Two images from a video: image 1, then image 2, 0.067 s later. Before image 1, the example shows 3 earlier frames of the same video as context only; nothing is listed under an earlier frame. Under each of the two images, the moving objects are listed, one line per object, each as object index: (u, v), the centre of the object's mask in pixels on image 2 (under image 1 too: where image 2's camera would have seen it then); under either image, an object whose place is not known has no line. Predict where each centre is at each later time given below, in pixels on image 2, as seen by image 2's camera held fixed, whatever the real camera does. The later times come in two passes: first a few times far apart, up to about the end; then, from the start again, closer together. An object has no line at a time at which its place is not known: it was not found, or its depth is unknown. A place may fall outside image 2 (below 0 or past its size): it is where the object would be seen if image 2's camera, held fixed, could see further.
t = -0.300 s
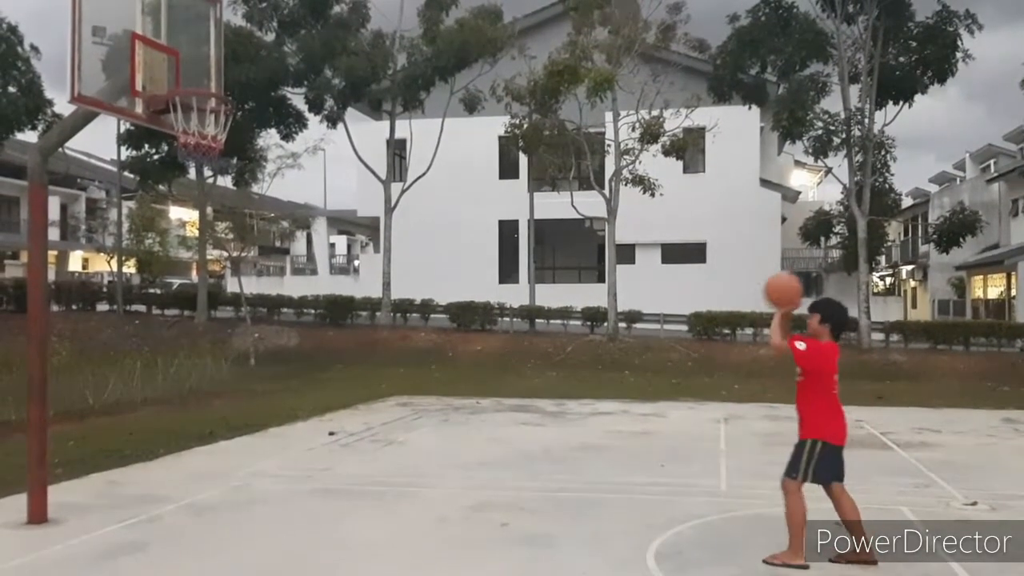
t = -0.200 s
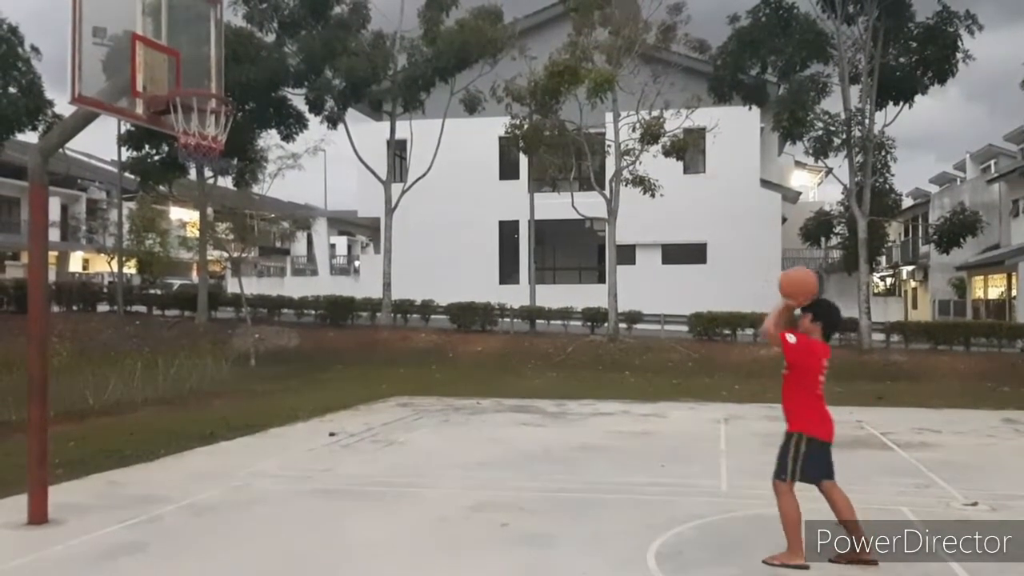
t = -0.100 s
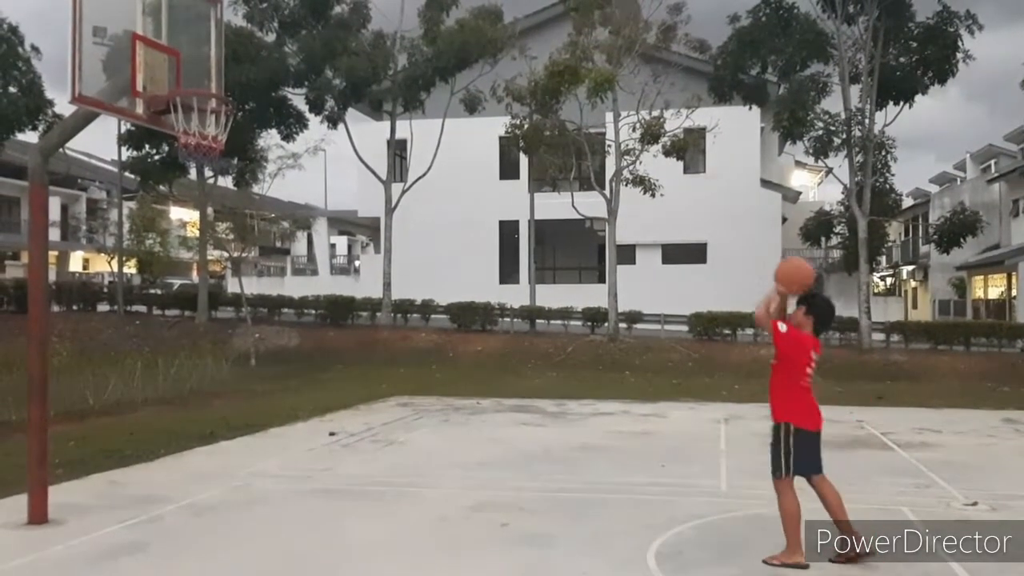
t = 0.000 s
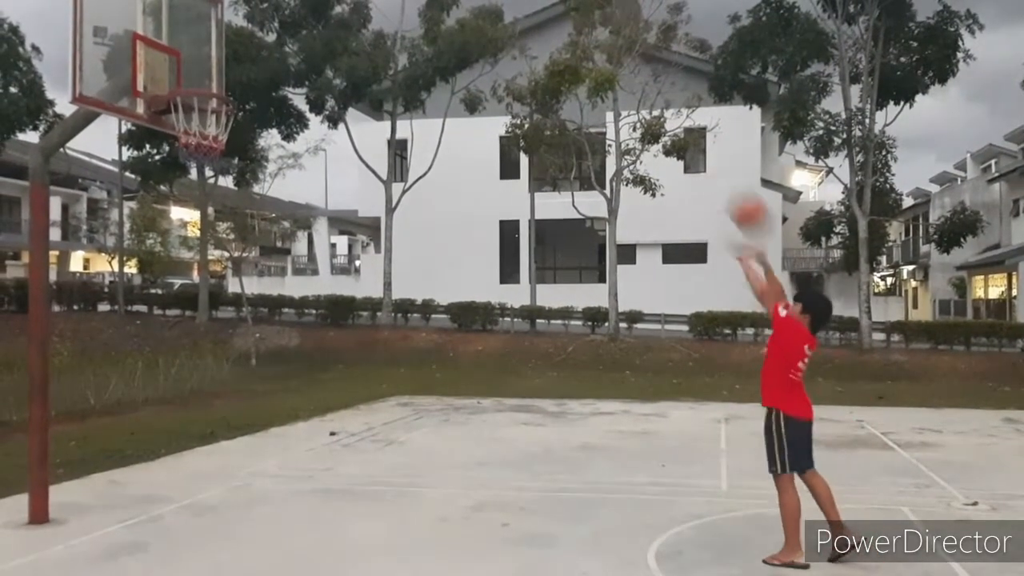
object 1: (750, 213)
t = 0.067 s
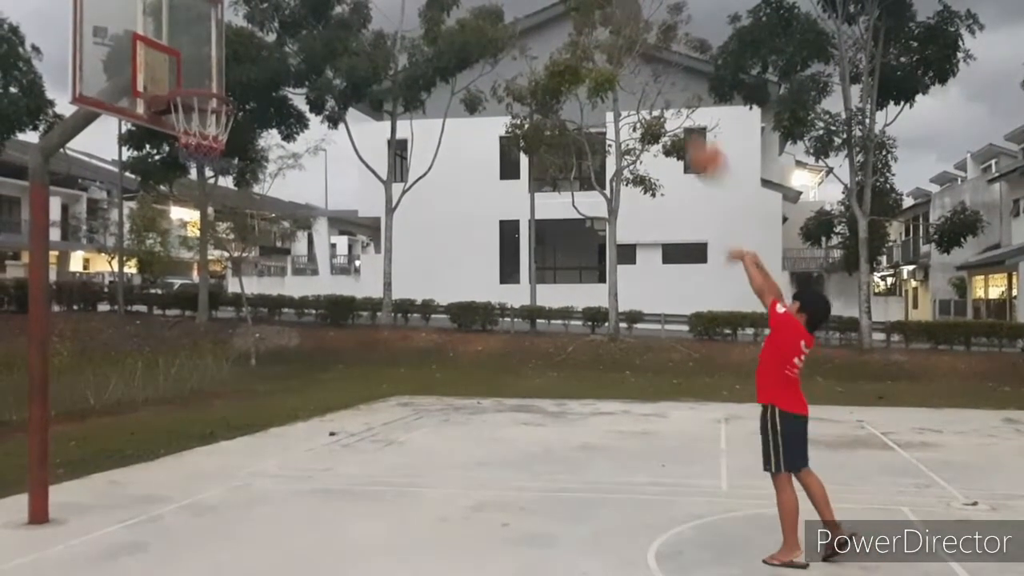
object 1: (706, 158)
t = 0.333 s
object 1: (542, 21)
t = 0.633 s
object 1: (377, 0)
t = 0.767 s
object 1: (309, 19)
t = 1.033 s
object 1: (195, 104)
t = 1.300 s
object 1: (220, 134)
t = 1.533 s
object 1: (231, 175)
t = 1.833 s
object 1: (232, 326)
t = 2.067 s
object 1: (230, 497)
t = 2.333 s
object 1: (218, 345)
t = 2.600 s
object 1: (202, 279)
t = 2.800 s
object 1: (188, 285)
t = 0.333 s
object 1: (542, 21)
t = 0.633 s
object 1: (377, 0)
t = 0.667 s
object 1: (359, 2)
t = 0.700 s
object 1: (344, 6)
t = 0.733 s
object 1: (324, 11)
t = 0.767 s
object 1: (309, 19)
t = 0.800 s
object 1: (293, 28)
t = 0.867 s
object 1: (259, 55)
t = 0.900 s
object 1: (244, 70)
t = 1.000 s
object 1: (201, 100)
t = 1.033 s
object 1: (195, 104)
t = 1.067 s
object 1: (195, 102)
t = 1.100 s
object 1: (191, 106)
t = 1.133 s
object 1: (194, 109)
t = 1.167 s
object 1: (201, 112)
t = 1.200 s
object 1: (208, 117)
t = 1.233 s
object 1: (215, 126)
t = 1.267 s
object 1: (219, 132)
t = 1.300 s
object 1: (220, 134)
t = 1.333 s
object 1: (225, 139)
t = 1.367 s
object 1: (229, 143)
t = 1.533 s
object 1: (231, 175)
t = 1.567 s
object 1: (231, 191)
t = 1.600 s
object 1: (232, 201)
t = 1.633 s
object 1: (232, 214)
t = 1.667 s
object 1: (232, 229)
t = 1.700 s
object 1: (232, 247)
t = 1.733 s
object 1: (232, 265)
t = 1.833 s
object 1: (232, 326)
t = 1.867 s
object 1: (232, 347)
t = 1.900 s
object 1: (231, 372)
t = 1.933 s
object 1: (232, 394)
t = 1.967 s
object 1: (231, 421)
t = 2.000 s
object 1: (231, 448)
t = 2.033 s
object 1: (231, 480)
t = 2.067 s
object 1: (230, 497)
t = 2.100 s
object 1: (228, 474)
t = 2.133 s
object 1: (226, 450)
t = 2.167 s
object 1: (226, 427)
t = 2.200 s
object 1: (226, 410)
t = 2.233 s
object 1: (222, 390)
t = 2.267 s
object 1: (221, 375)
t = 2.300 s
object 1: (219, 359)
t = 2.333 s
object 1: (218, 345)
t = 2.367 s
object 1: (216, 333)
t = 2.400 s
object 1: (212, 320)
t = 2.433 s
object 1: (210, 310)
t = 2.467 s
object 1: (208, 301)
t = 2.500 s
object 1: (207, 294)
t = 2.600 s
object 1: (202, 279)
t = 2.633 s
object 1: (198, 277)
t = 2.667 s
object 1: (195, 277)
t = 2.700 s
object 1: (194, 276)
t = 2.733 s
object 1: (193, 277)
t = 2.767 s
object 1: (191, 280)
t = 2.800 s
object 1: (188, 285)
